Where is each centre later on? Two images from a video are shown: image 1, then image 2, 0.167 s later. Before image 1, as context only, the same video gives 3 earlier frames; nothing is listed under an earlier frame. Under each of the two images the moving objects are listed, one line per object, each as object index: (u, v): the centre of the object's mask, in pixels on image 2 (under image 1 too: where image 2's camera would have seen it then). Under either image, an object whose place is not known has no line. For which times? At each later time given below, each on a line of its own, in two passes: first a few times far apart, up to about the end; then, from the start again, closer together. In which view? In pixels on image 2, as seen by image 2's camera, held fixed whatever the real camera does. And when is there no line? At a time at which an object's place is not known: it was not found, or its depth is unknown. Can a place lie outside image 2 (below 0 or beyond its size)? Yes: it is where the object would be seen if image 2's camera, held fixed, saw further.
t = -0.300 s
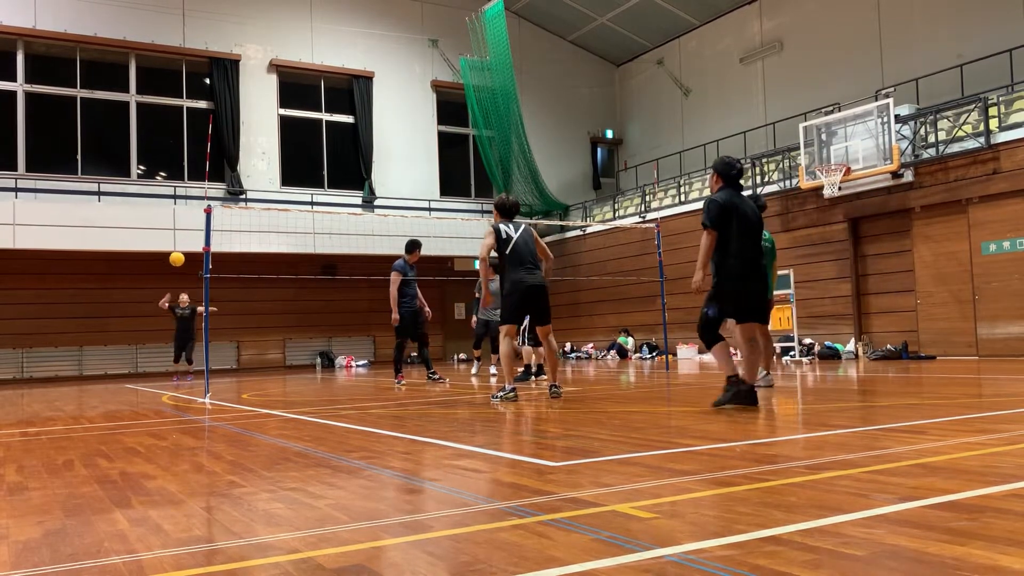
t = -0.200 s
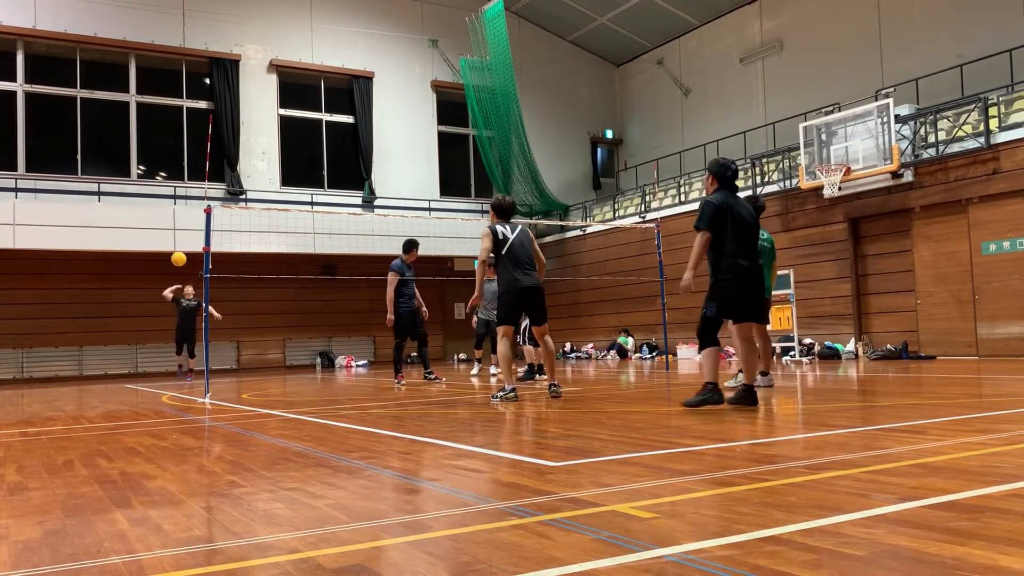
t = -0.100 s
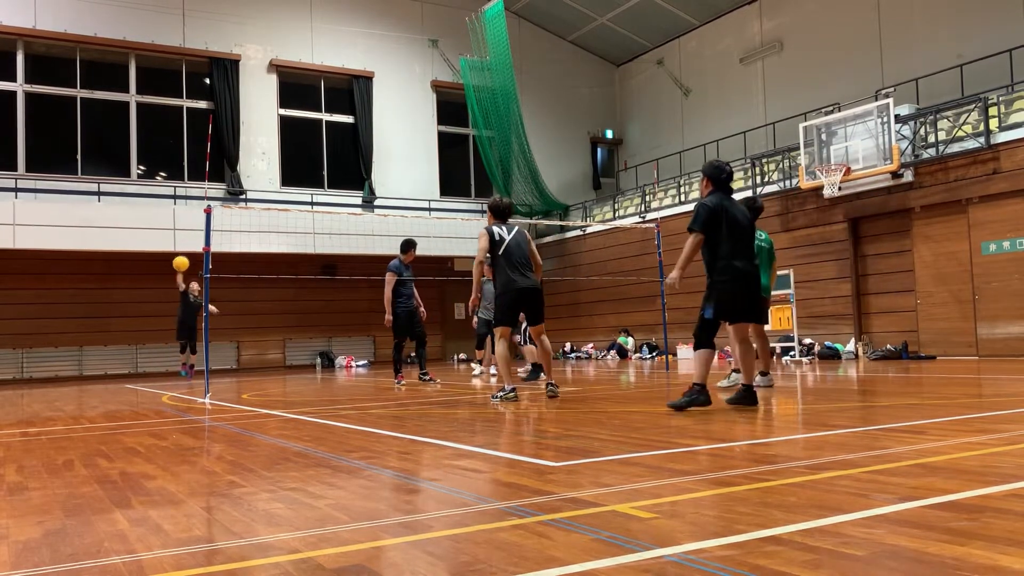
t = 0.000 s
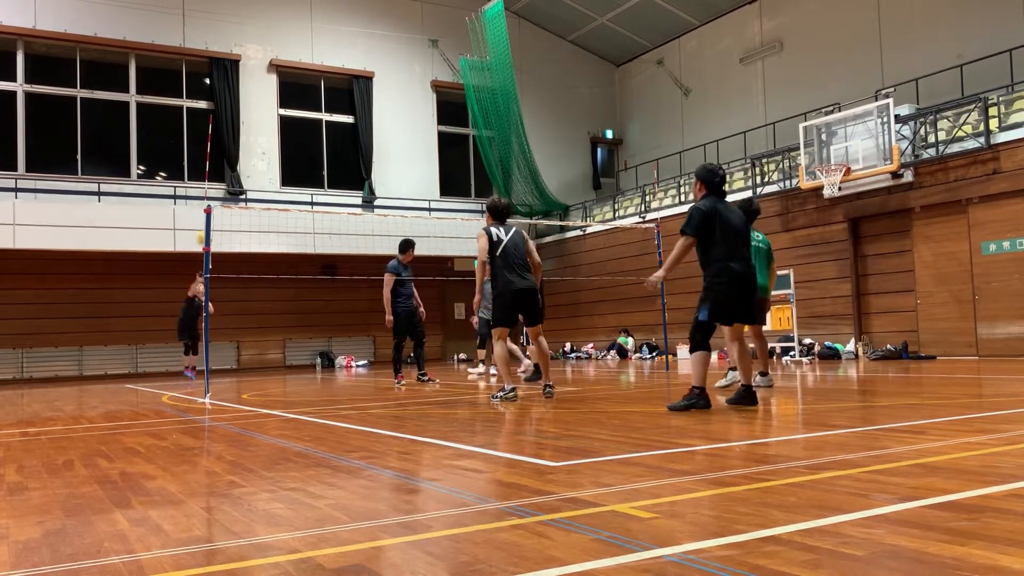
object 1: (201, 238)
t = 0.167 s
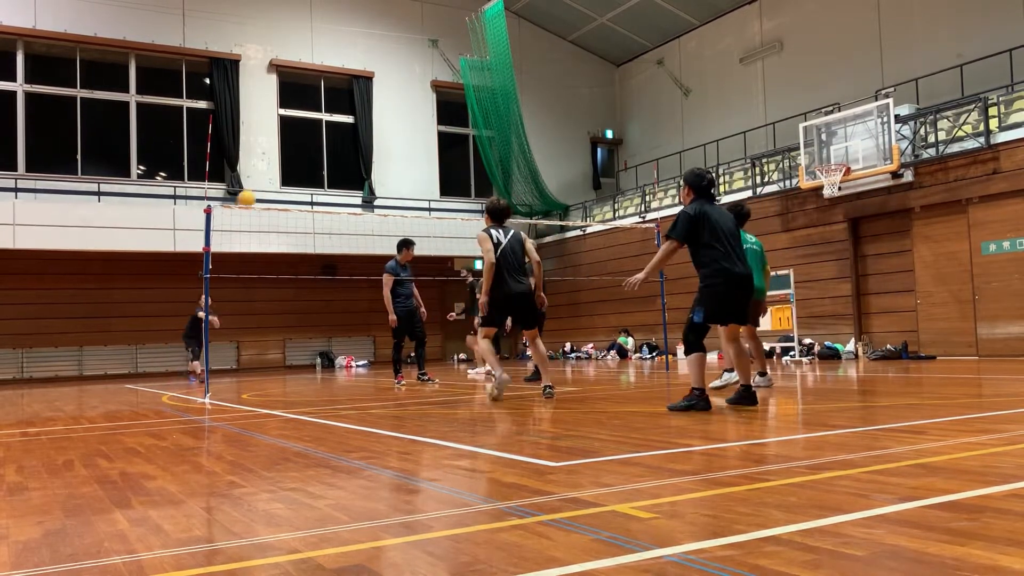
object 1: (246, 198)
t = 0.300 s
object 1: (285, 172)
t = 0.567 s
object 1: (370, 137)
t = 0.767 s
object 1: (455, 135)
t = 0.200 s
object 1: (255, 192)
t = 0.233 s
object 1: (264, 185)
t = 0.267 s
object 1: (275, 178)
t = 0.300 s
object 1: (285, 172)
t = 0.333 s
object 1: (293, 167)
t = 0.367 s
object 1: (304, 161)
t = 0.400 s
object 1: (314, 156)
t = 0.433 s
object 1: (325, 151)
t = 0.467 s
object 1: (337, 147)
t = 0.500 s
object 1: (347, 143)
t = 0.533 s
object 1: (359, 140)
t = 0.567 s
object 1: (370, 137)
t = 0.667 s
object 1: (410, 132)
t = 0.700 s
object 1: (424, 132)
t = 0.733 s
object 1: (441, 133)
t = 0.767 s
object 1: (455, 135)
